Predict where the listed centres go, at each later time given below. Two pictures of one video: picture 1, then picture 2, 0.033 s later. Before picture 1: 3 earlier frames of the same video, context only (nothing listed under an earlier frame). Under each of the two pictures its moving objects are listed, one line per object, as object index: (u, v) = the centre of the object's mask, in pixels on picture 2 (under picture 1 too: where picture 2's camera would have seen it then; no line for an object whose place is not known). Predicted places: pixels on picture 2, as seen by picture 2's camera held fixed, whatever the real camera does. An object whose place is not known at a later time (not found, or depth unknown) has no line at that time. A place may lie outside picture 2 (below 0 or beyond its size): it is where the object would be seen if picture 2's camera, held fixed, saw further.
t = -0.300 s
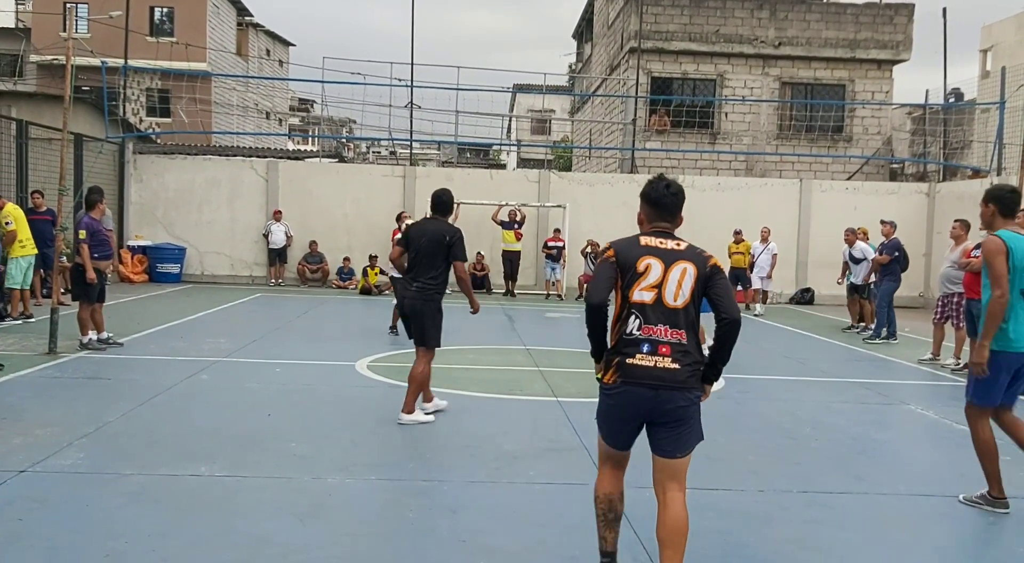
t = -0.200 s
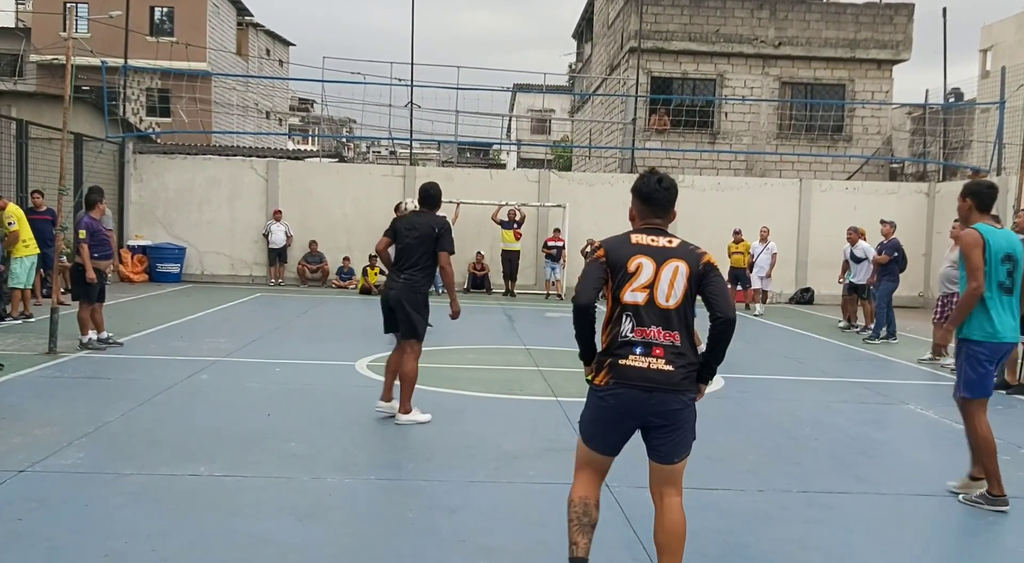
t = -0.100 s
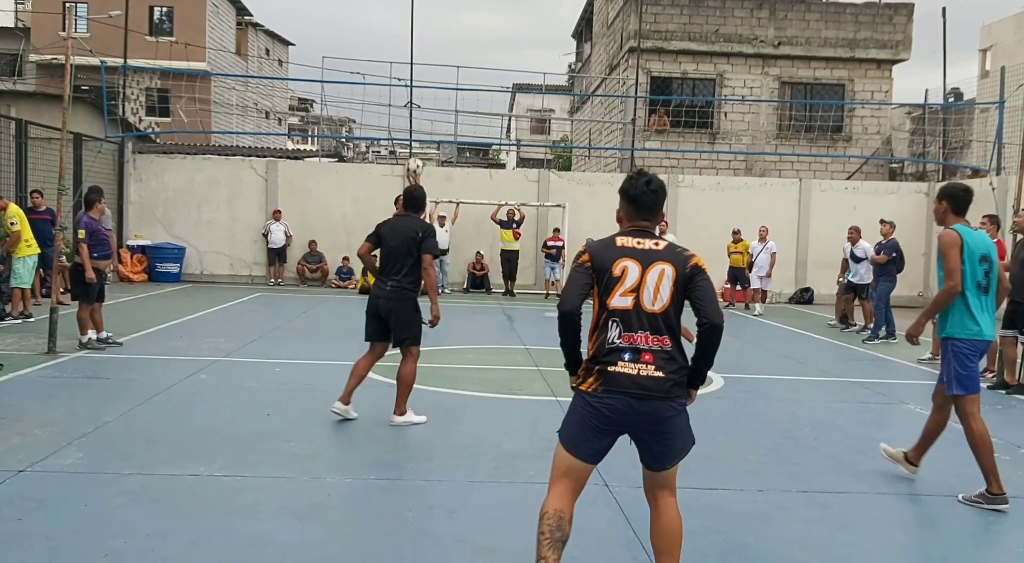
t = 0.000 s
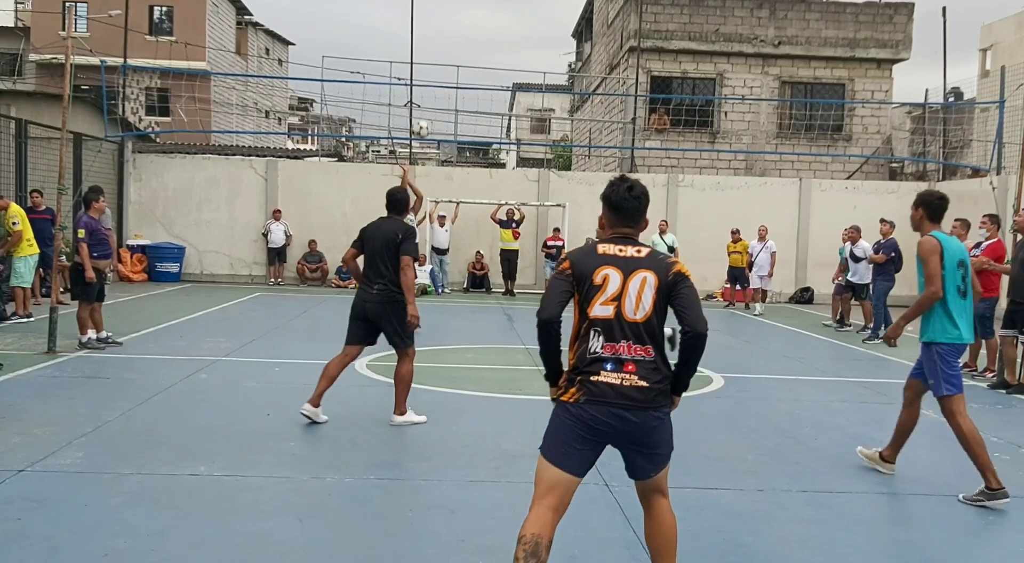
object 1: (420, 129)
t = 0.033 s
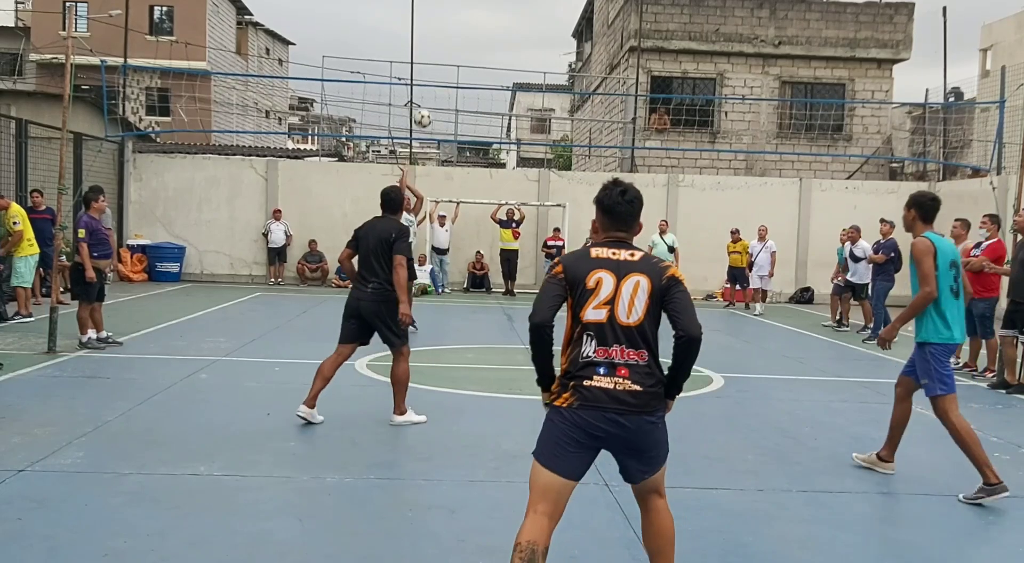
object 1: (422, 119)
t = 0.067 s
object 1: (425, 108)
